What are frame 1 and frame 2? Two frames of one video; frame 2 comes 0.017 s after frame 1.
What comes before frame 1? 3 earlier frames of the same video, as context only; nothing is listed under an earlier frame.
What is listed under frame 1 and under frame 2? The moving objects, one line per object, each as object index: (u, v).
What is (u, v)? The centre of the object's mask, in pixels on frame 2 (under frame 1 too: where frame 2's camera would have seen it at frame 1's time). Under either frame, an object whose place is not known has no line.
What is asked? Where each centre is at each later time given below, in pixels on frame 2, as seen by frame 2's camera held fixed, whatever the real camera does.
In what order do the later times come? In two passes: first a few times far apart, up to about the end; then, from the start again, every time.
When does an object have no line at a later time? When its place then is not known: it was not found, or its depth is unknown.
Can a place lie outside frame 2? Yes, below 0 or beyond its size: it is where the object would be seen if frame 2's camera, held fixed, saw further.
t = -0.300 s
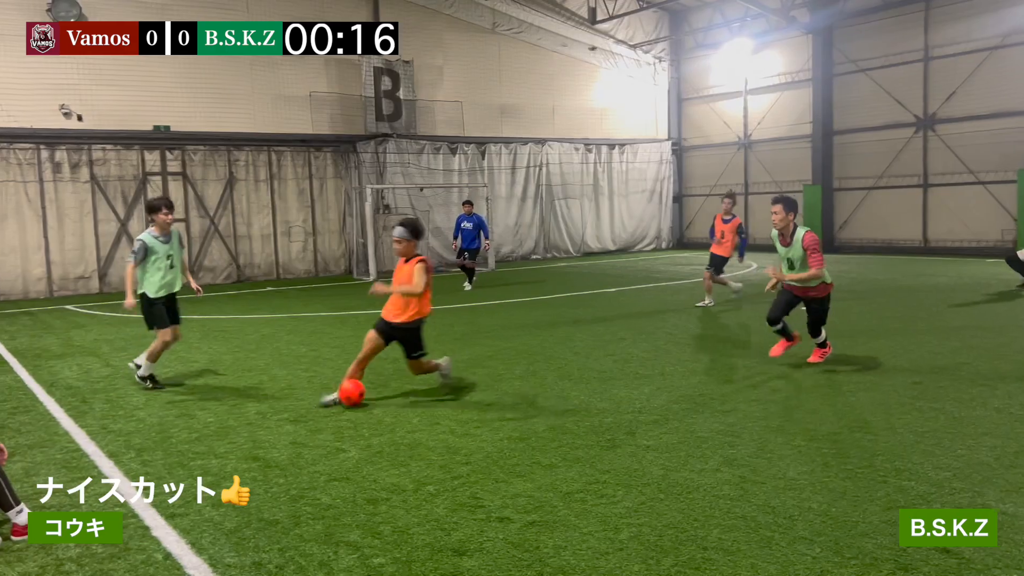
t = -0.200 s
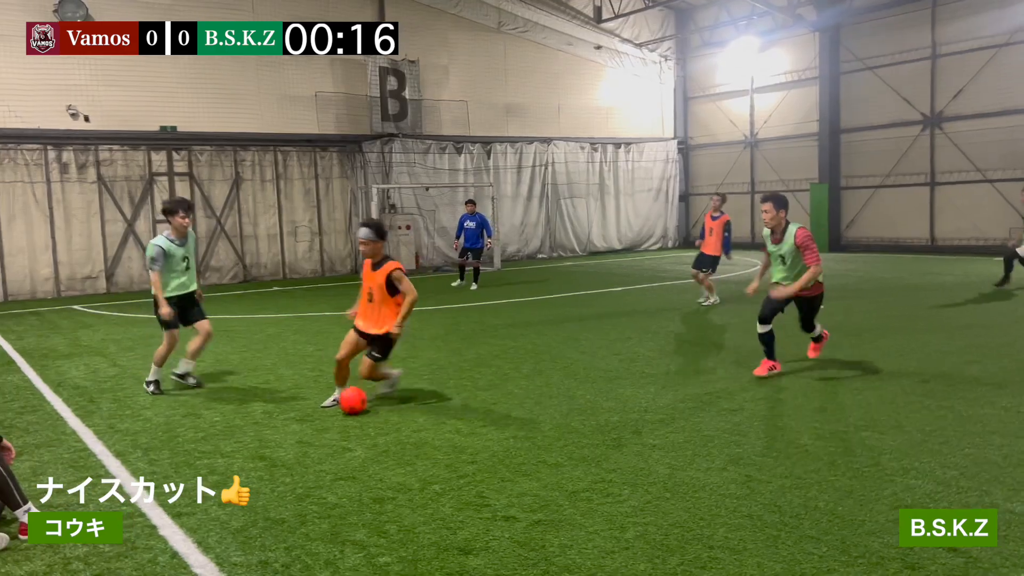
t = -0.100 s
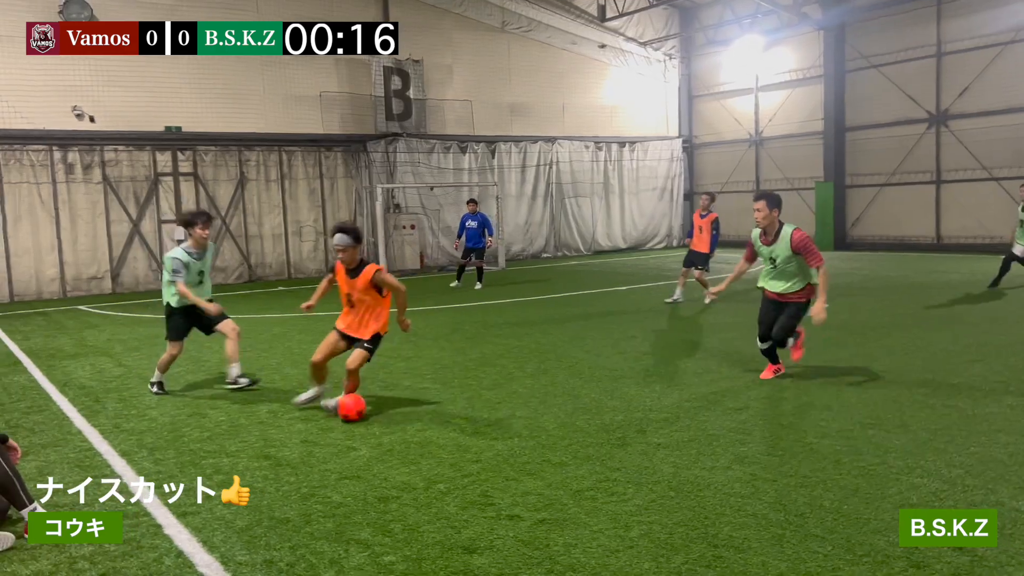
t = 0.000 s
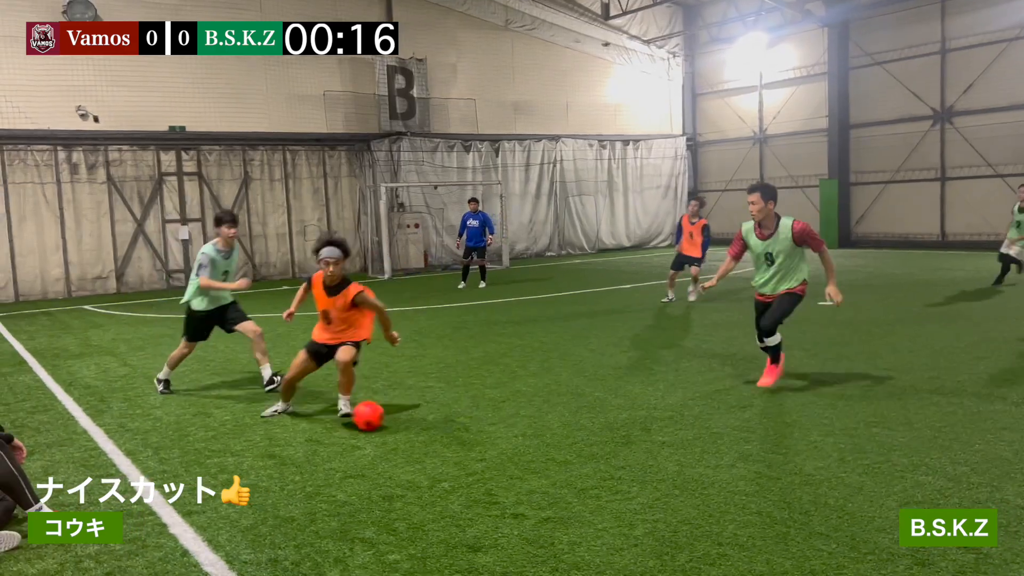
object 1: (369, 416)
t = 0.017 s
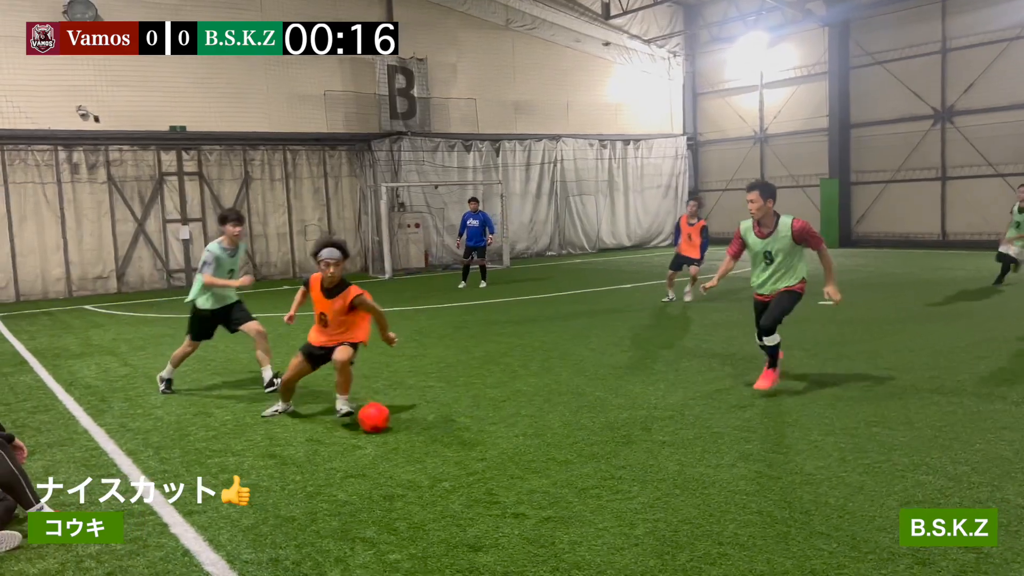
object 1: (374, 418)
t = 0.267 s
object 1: (431, 447)
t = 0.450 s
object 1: (471, 471)
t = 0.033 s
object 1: (378, 420)
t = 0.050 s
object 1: (383, 421)
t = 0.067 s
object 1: (388, 423)
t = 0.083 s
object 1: (392, 425)
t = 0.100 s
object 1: (396, 427)
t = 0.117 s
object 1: (400, 429)
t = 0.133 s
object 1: (403, 430)
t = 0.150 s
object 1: (407, 433)
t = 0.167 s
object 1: (411, 435)
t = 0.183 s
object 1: (415, 437)
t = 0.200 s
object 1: (418, 439)
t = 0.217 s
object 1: (421, 440)
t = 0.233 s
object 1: (425, 443)
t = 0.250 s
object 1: (428, 445)
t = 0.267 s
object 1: (431, 447)
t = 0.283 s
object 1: (435, 449)
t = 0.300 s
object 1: (438, 451)
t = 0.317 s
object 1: (442, 453)
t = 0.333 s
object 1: (445, 455)
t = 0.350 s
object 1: (448, 456)
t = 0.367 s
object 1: (452, 460)
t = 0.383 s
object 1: (456, 462)
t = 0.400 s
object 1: (460, 463)
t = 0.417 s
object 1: (463, 466)
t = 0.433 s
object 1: (467, 468)
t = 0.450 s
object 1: (471, 471)
